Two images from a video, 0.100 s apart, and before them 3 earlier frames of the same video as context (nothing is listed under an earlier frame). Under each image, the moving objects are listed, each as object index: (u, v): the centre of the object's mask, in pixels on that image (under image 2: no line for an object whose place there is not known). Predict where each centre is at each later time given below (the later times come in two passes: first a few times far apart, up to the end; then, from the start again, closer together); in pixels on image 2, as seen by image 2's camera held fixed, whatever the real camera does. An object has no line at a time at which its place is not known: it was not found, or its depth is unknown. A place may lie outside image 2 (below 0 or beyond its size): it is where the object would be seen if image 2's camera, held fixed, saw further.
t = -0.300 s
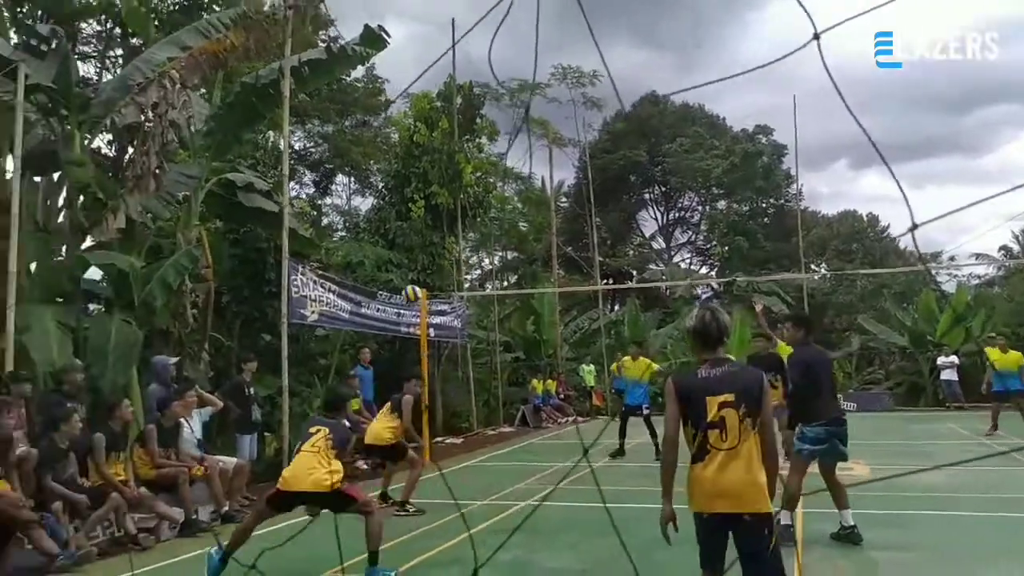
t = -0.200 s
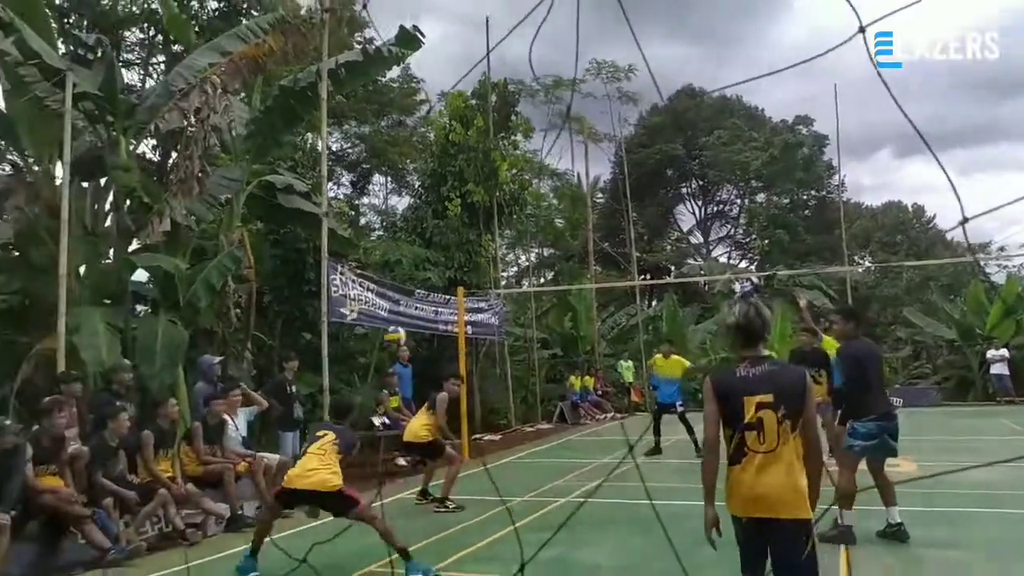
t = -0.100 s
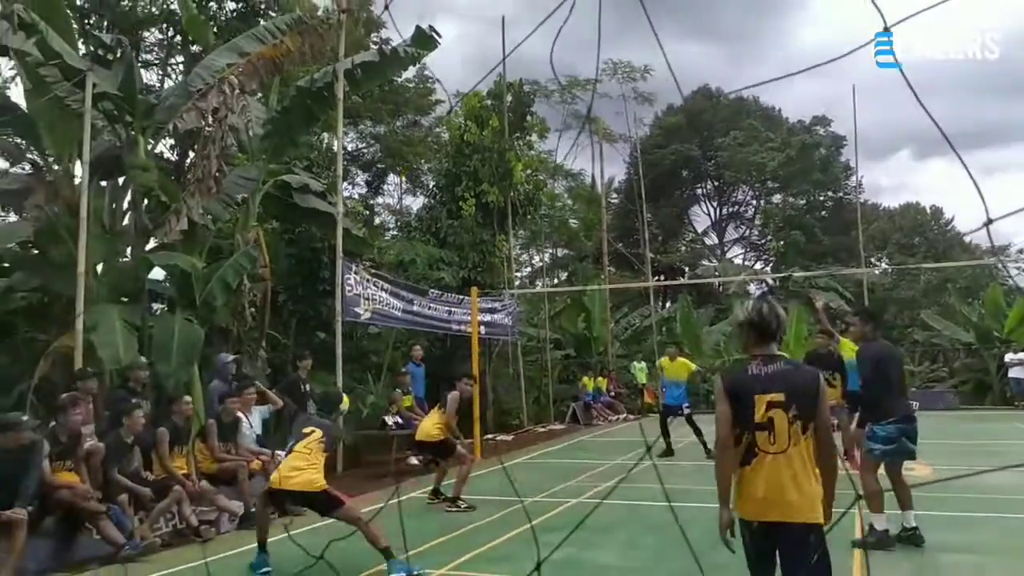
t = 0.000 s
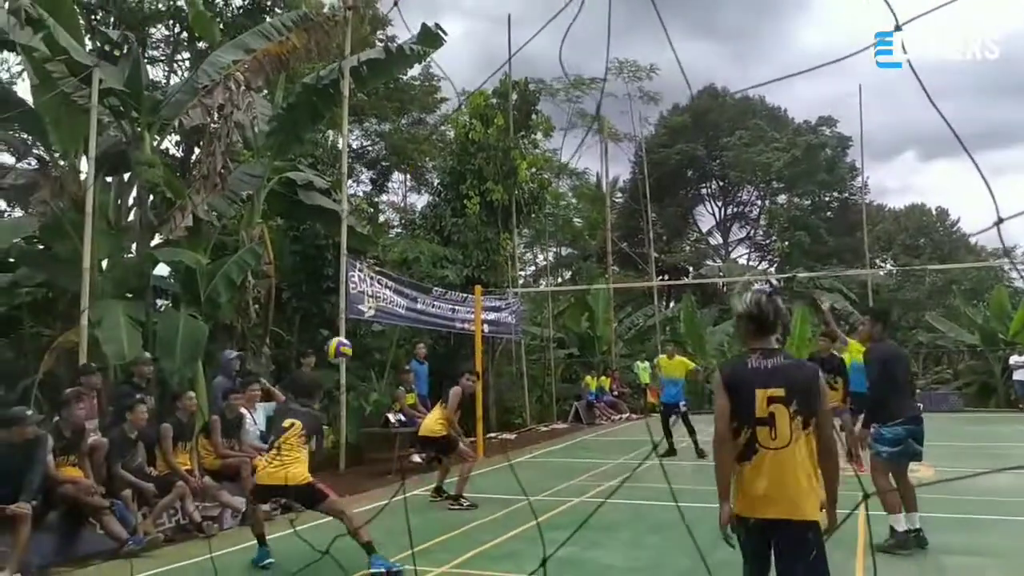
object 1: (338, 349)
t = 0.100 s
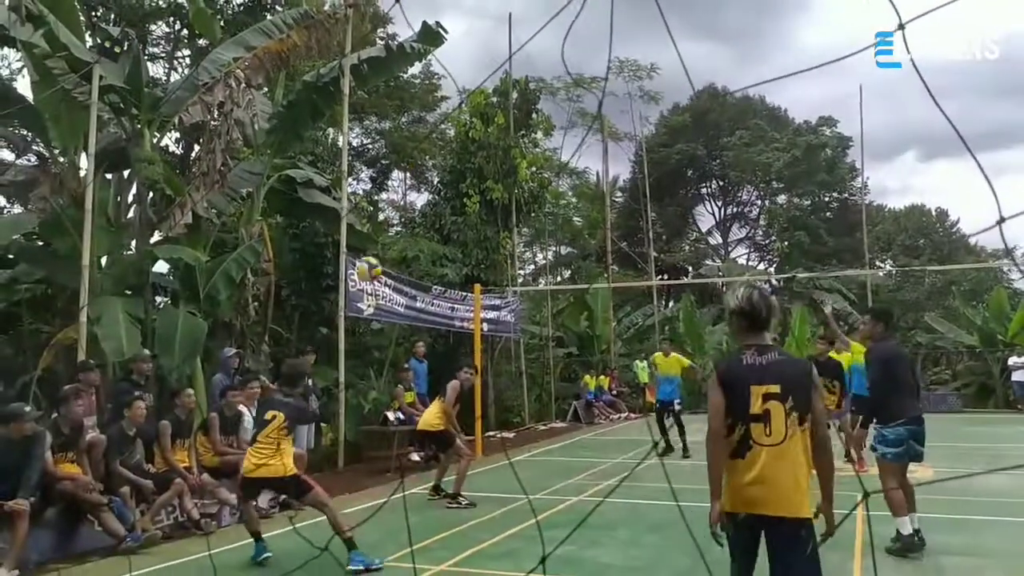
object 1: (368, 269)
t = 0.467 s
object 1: (485, 65)
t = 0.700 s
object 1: (554, 24)
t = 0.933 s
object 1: (608, 33)
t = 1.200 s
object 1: (671, 98)
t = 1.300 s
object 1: (691, 132)
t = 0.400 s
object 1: (465, 87)
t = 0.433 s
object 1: (476, 76)
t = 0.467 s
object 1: (485, 65)
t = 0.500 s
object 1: (496, 56)
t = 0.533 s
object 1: (510, 44)
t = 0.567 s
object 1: (520, 38)
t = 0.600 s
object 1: (528, 32)
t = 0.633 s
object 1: (536, 28)
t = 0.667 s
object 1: (545, 25)
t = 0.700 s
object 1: (554, 24)
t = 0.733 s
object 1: (559, 22)
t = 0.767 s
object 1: (567, 22)
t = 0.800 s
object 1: (575, 23)
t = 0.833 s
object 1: (583, 23)
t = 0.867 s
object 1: (591, 25)
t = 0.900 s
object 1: (600, 28)
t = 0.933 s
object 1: (608, 33)
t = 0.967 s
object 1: (617, 38)
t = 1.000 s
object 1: (623, 44)
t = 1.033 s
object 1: (631, 51)
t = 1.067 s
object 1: (639, 58)
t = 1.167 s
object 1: (662, 88)
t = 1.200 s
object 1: (671, 98)
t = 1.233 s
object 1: (678, 105)
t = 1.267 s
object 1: (686, 117)
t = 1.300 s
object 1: (691, 132)
